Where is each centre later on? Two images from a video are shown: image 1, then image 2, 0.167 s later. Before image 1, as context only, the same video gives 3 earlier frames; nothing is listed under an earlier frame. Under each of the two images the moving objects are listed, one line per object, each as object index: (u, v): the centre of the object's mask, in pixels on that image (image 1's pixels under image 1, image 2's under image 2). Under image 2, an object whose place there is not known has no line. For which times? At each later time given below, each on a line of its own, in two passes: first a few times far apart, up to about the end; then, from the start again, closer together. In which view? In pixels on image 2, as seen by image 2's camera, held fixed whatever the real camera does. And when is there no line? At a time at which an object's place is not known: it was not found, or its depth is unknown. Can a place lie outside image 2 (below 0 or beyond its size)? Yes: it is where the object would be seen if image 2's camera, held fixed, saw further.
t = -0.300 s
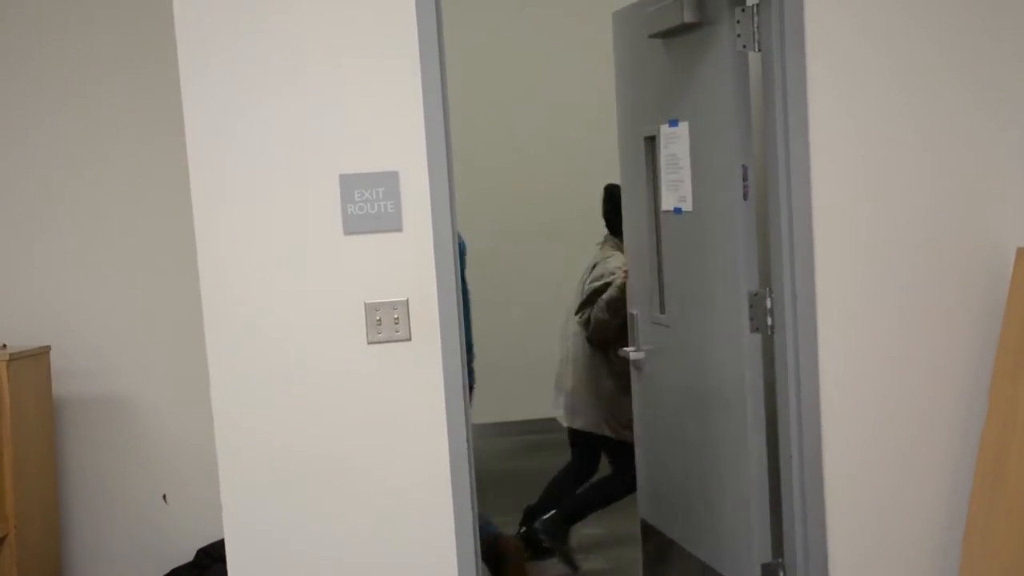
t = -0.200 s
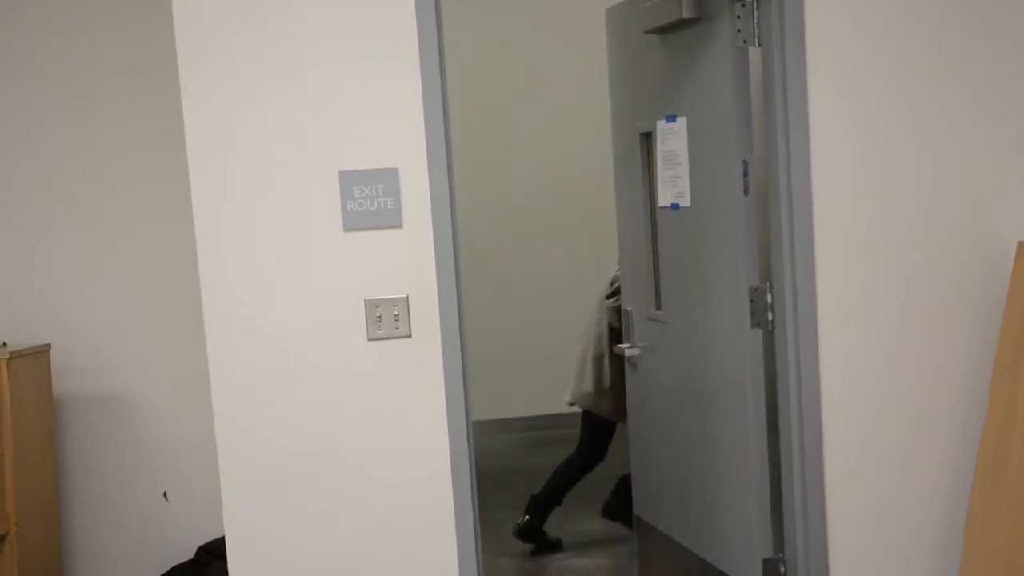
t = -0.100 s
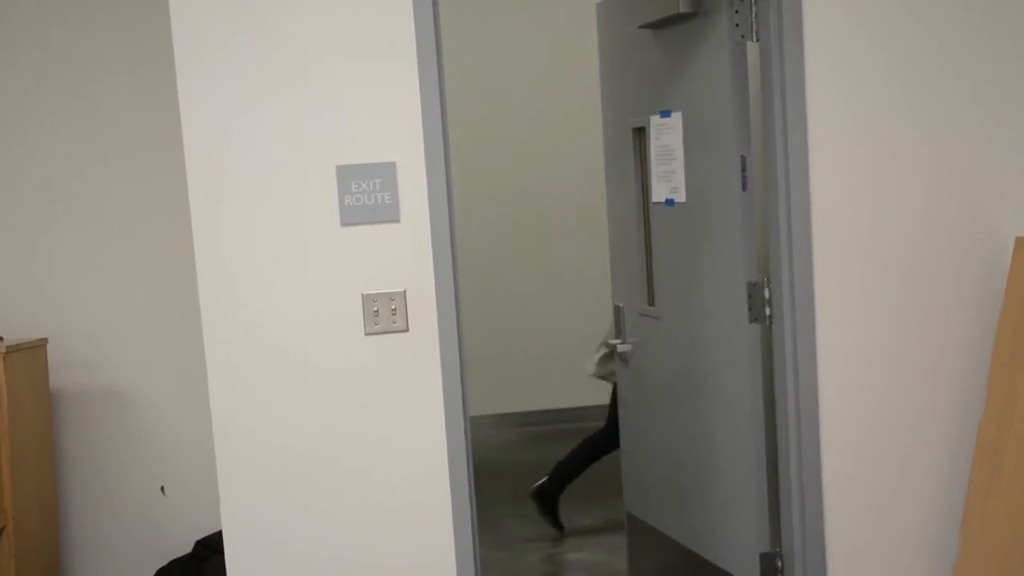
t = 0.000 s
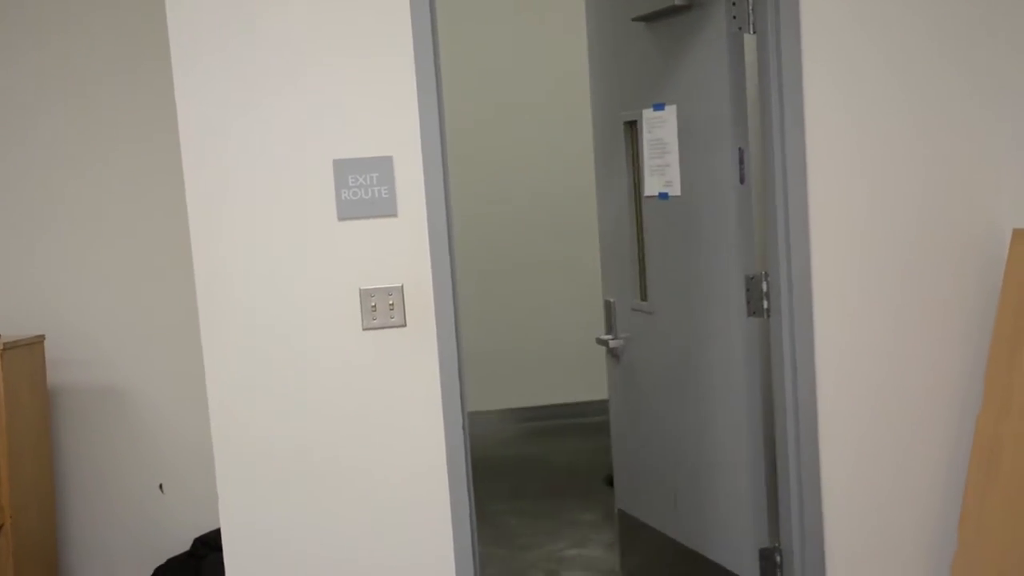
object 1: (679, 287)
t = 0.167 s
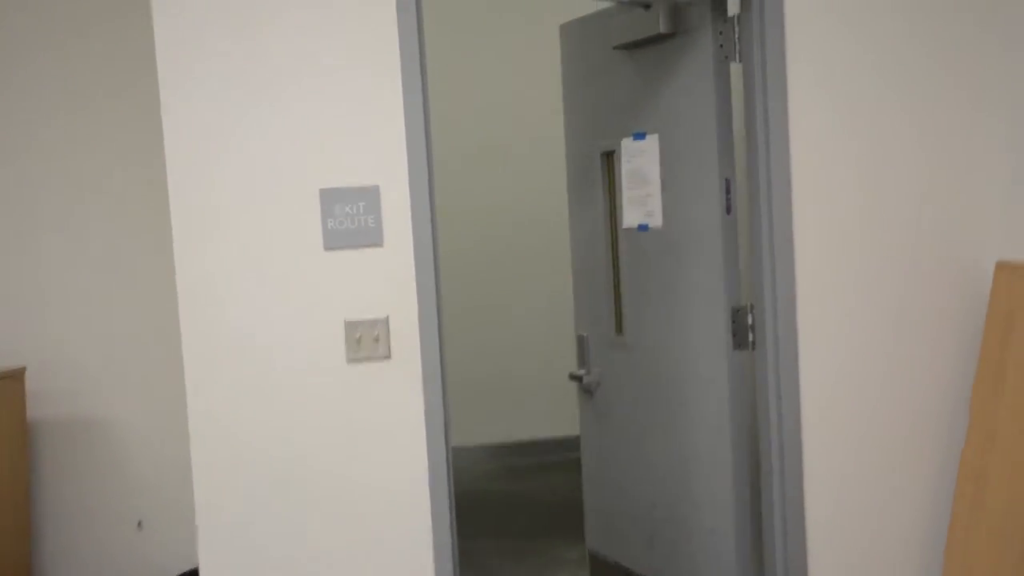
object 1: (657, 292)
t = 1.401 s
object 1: (606, 312)
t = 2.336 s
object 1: (600, 333)
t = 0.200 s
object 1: (654, 274)
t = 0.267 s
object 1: (649, 247)
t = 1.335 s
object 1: (609, 313)
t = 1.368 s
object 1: (608, 312)
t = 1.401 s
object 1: (606, 312)
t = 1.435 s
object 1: (605, 311)
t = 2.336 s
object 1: (600, 333)
